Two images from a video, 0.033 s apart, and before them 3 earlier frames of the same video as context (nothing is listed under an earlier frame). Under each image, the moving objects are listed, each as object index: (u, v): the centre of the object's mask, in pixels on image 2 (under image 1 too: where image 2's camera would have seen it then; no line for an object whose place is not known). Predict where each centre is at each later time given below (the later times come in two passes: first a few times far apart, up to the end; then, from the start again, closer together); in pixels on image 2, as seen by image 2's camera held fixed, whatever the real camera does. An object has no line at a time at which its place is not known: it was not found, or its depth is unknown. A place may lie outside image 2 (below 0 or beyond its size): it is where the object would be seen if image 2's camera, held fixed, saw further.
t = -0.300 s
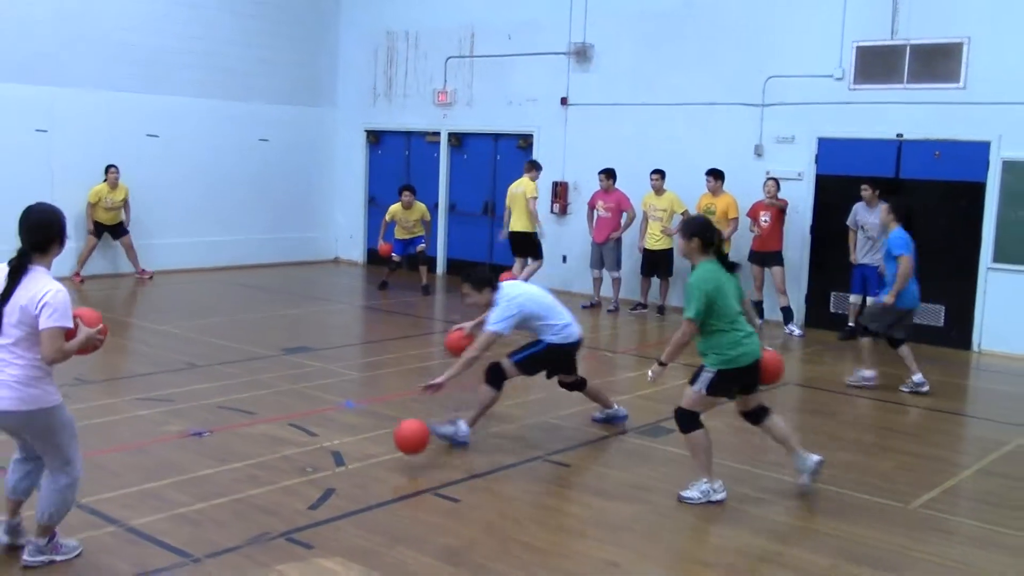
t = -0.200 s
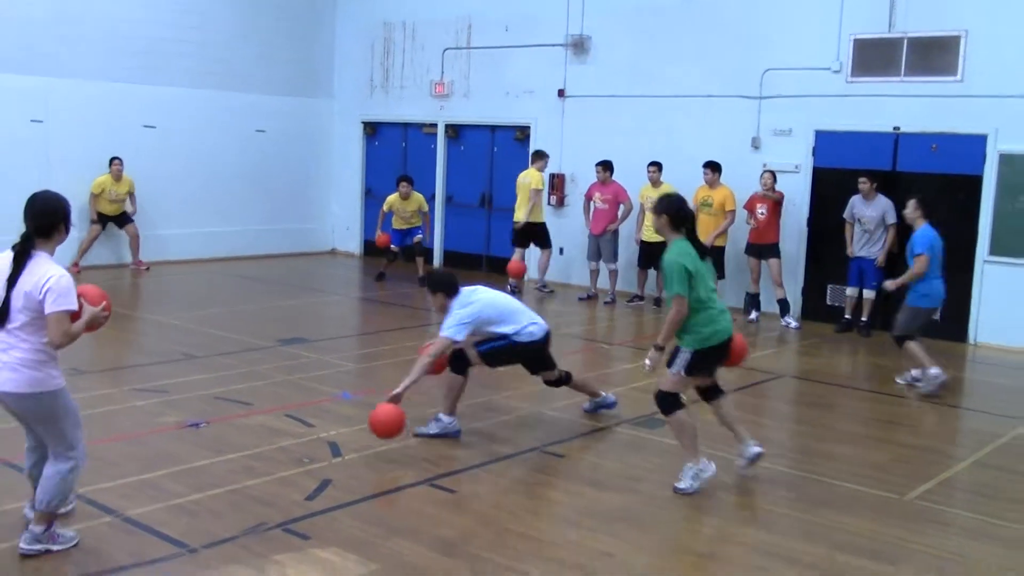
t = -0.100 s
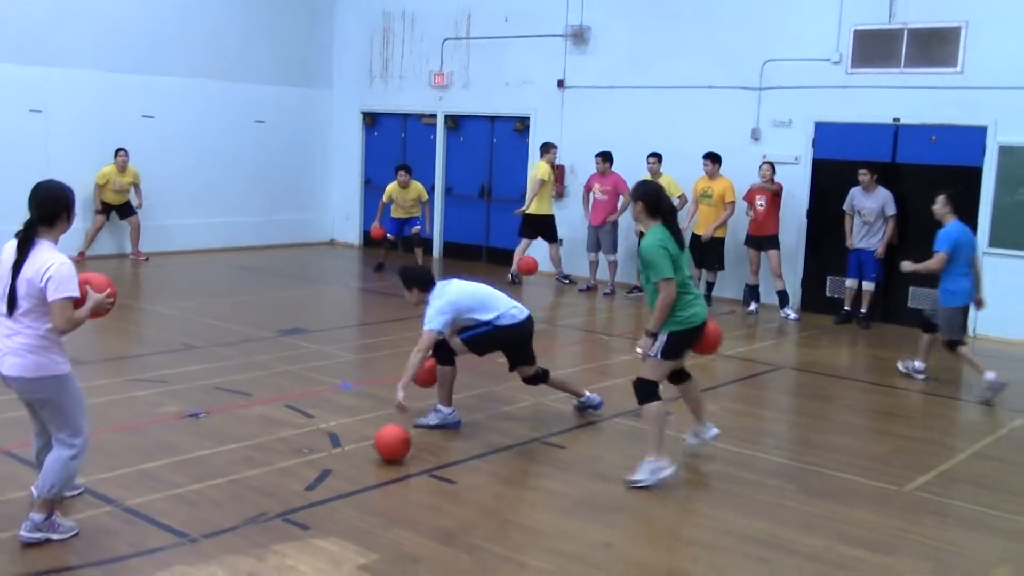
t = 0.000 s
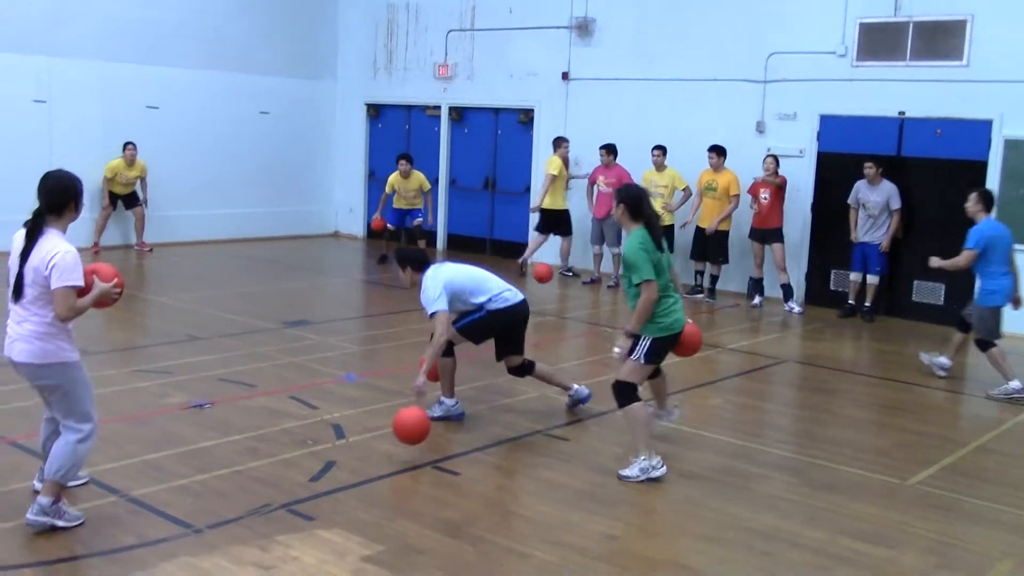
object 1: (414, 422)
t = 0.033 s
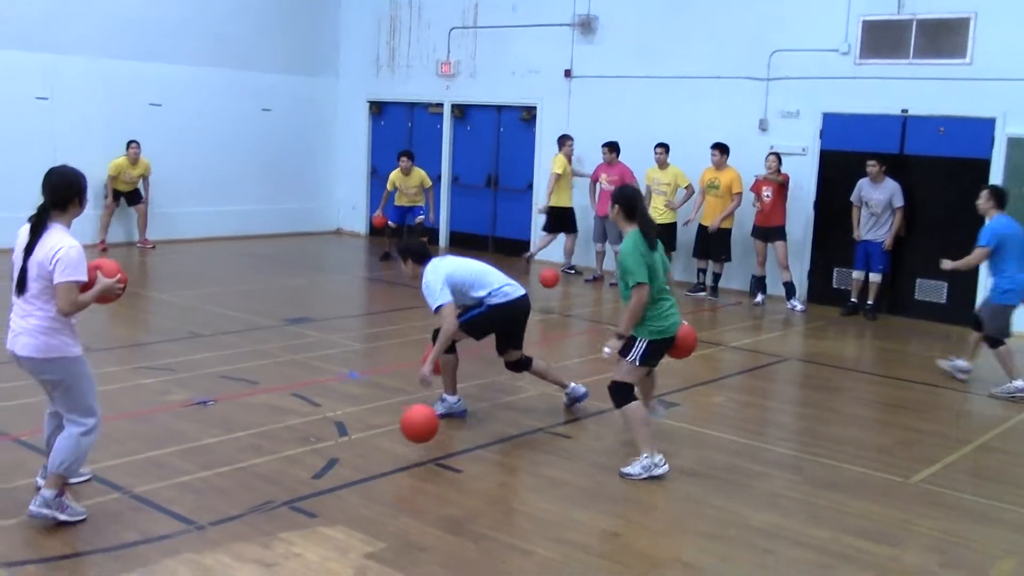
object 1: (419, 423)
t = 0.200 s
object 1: (444, 457)
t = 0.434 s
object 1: (484, 487)
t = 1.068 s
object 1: (608, 571)
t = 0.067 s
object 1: (424, 426)
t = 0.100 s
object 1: (429, 431)
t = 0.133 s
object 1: (434, 438)
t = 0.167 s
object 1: (439, 446)
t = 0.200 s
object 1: (444, 457)
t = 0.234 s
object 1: (450, 465)
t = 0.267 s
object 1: (456, 462)
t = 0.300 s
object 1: (461, 463)
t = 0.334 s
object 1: (467, 465)
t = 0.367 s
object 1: (473, 470)
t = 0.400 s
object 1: (478, 477)
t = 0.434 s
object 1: (484, 487)
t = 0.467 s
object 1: (490, 489)
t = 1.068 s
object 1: (608, 571)
